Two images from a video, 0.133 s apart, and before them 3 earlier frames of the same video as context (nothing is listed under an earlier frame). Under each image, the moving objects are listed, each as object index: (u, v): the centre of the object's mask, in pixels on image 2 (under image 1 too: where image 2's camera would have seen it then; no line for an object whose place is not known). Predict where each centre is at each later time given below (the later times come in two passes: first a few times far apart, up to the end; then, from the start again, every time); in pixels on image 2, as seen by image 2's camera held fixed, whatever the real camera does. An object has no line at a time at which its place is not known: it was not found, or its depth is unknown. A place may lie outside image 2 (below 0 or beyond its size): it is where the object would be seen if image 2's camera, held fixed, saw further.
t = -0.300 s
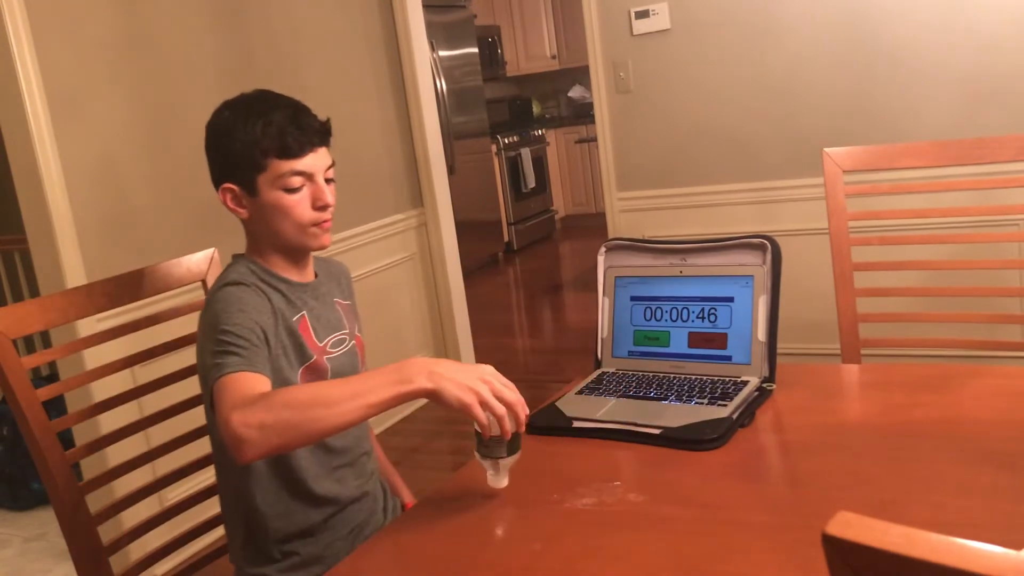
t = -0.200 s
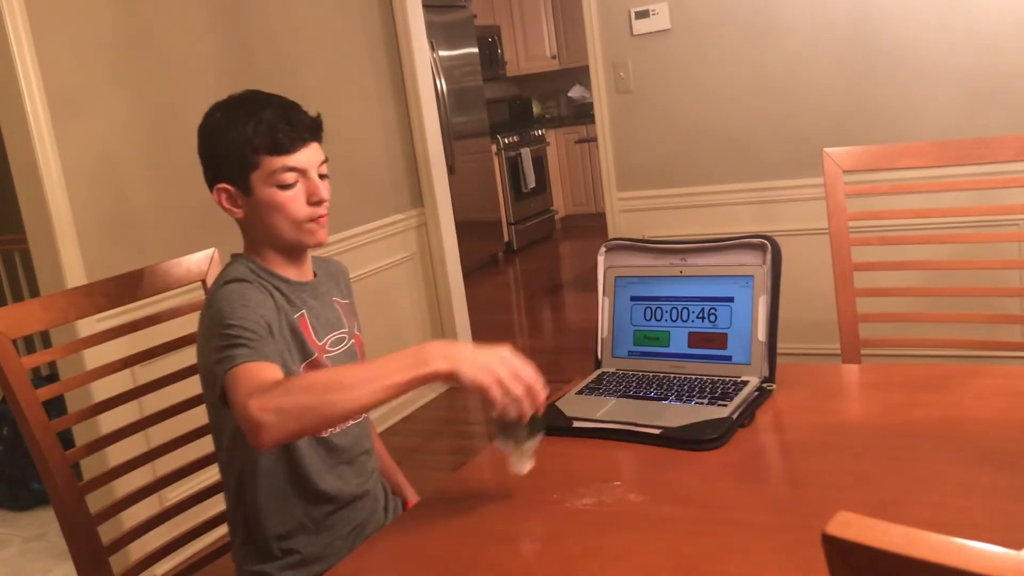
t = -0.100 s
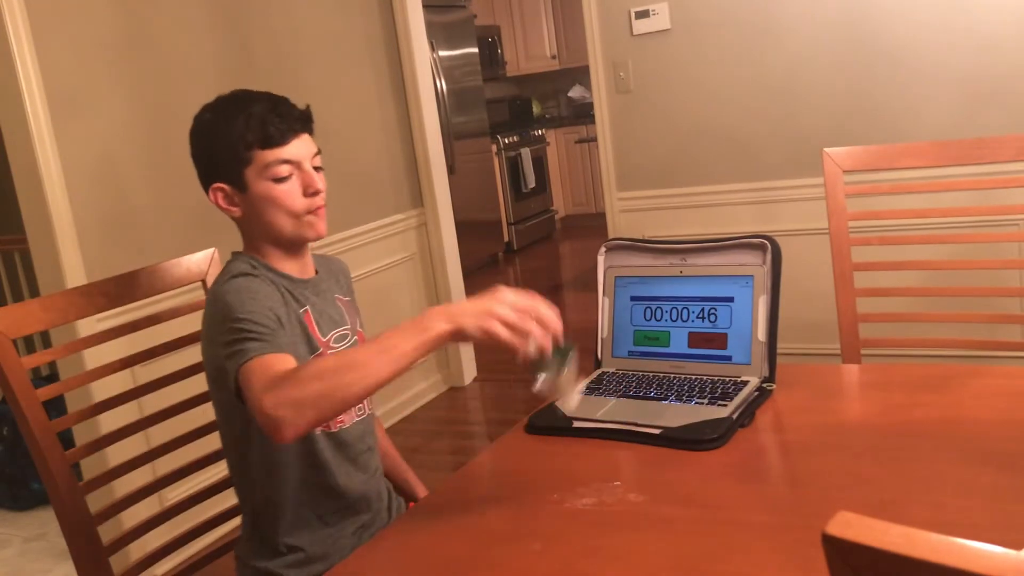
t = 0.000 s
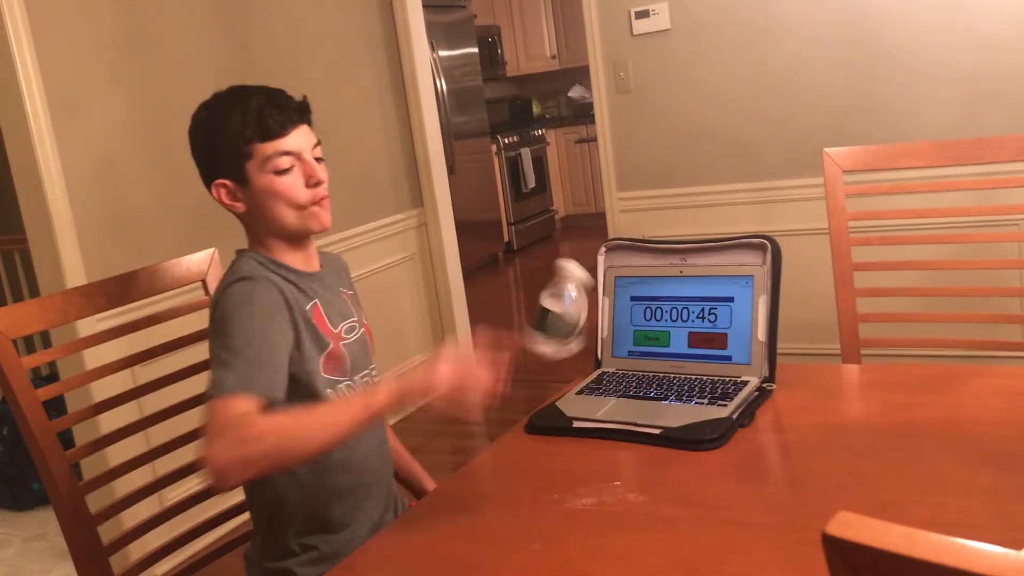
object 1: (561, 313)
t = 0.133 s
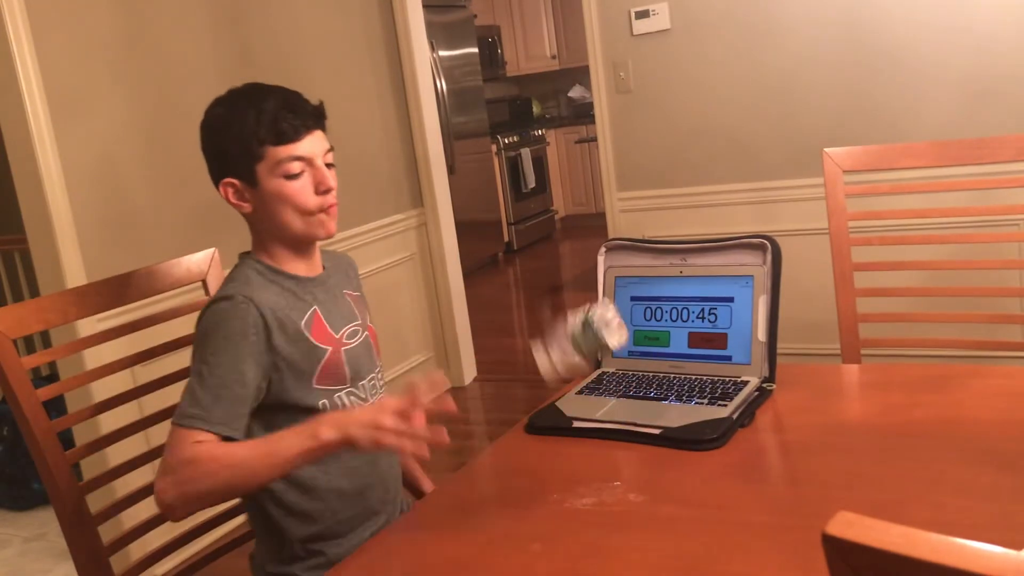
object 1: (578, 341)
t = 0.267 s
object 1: (611, 452)
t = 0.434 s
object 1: (601, 489)
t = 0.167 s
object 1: (588, 366)
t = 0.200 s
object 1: (601, 405)
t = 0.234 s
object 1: (611, 445)
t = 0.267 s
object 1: (611, 452)
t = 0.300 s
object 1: (611, 458)
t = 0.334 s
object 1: (609, 468)
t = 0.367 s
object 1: (609, 482)
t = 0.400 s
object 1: (603, 488)
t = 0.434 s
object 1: (601, 489)
